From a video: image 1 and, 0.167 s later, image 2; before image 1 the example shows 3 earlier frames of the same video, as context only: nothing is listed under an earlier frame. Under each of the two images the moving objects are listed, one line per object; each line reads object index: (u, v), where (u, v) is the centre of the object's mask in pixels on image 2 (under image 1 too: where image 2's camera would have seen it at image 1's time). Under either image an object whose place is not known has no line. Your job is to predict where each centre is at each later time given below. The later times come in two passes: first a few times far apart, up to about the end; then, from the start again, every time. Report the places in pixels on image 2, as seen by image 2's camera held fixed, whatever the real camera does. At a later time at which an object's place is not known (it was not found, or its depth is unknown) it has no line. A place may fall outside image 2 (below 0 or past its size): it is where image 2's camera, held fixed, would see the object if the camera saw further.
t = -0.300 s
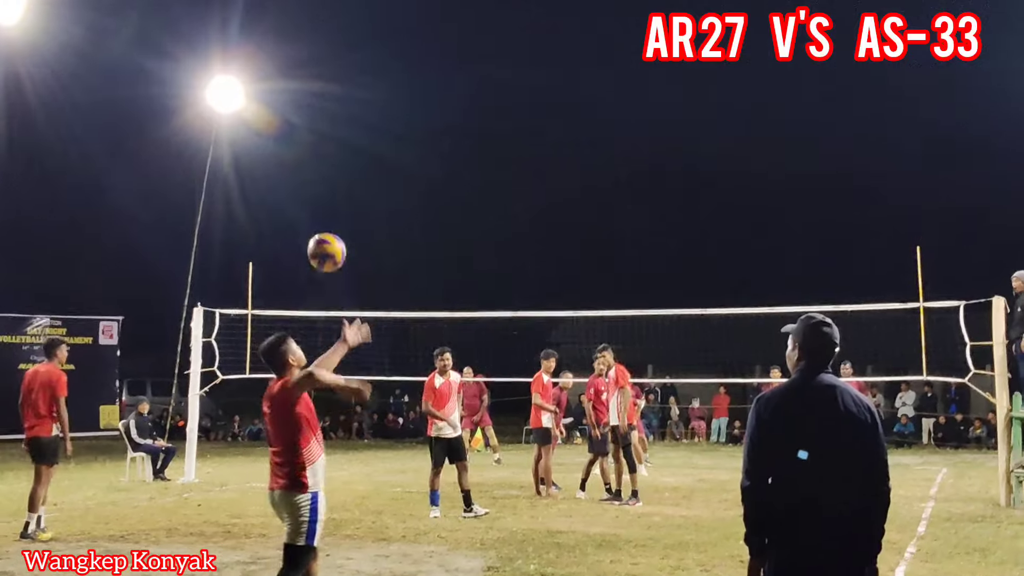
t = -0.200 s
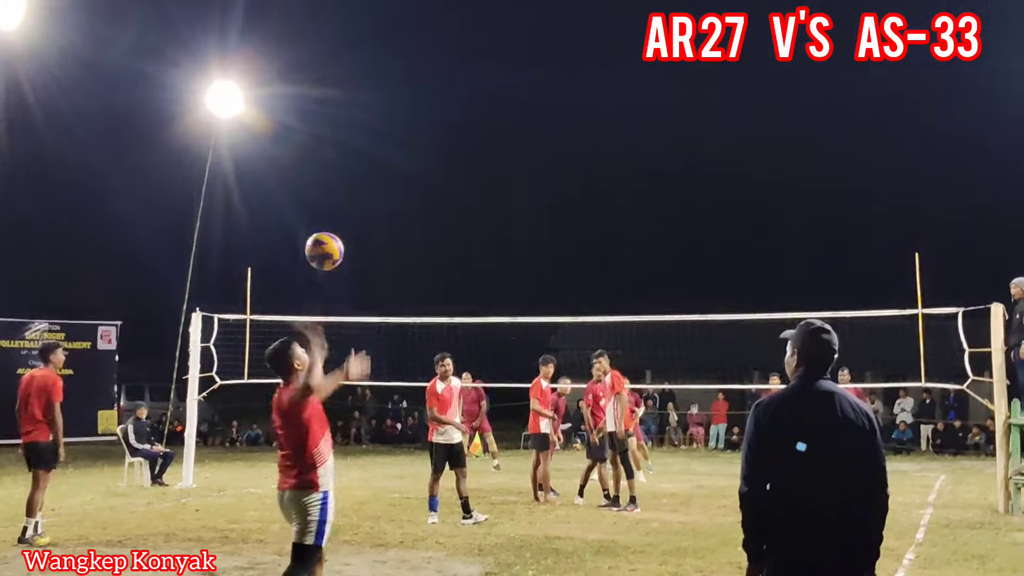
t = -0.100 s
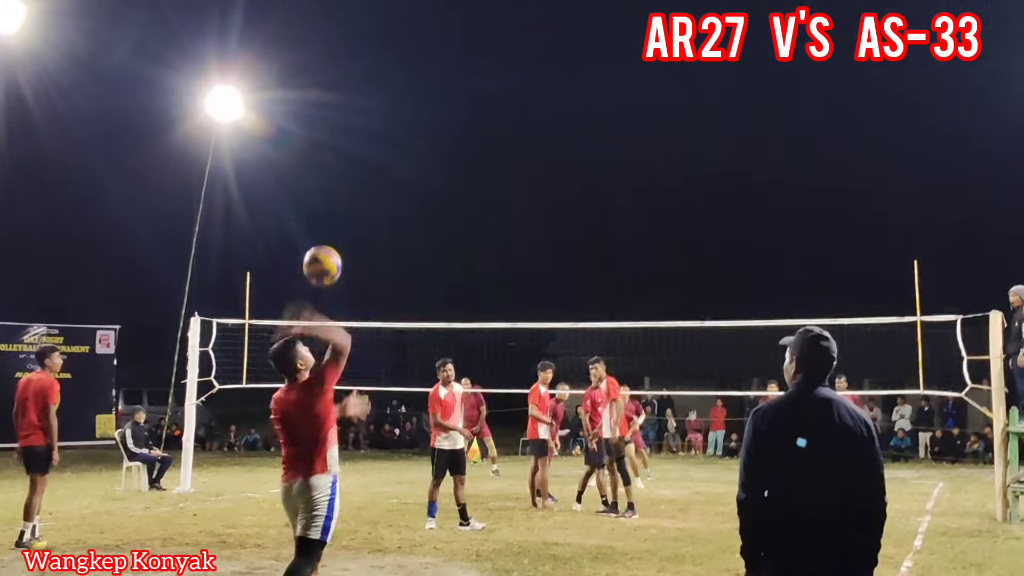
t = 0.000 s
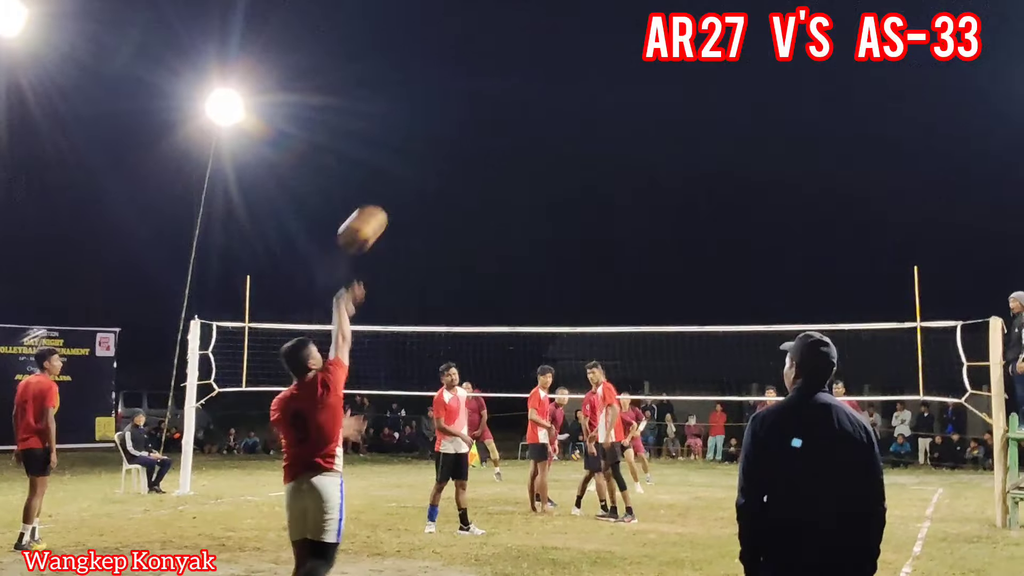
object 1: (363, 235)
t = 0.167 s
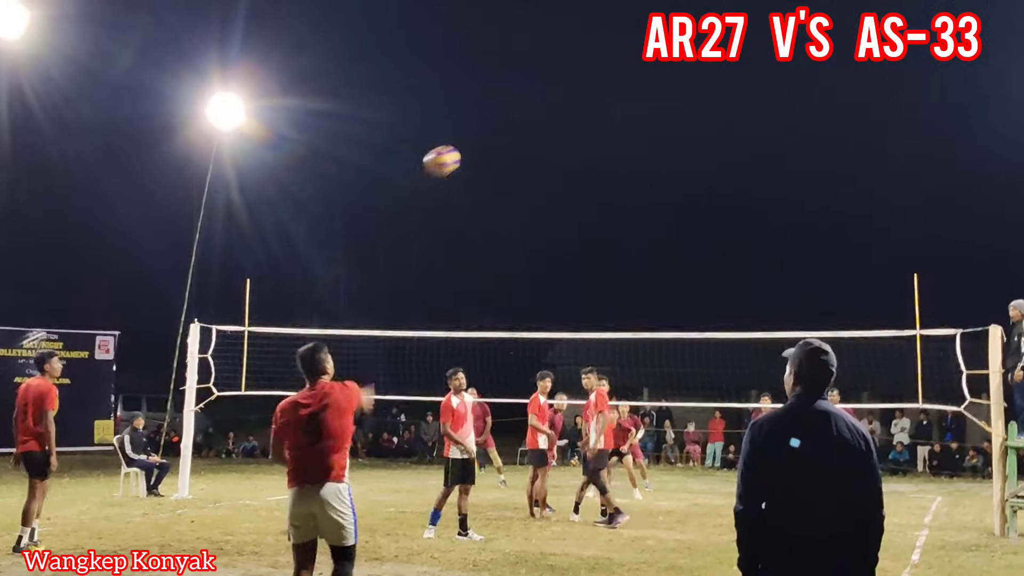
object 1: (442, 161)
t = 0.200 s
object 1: (453, 155)
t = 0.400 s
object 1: (506, 152)
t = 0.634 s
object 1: (547, 197)
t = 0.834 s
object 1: (576, 257)
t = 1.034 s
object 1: (599, 332)
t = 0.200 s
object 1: (453, 155)
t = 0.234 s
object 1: (464, 151)
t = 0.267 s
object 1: (474, 148)
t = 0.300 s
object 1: (483, 147)
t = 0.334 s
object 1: (491, 147)
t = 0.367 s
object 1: (499, 149)
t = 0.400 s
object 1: (506, 152)
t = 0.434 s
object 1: (513, 156)
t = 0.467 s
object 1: (519, 161)
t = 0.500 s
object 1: (525, 166)
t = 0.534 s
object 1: (531, 173)
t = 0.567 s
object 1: (536, 180)
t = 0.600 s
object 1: (542, 188)
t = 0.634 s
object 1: (547, 197)
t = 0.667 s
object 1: (552, 206)
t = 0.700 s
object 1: (558, 215)
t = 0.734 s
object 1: (562, 225)
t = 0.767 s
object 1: (567, 235)
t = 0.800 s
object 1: (572, 246)
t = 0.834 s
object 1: (576, 257)
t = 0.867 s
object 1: (580, 269)
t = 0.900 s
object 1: (584, 281)
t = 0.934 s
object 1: (588, 293)
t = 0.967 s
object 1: (592, 306)
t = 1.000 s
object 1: (596, 319)
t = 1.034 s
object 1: (599, 332)
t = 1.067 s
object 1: (601, 348)
